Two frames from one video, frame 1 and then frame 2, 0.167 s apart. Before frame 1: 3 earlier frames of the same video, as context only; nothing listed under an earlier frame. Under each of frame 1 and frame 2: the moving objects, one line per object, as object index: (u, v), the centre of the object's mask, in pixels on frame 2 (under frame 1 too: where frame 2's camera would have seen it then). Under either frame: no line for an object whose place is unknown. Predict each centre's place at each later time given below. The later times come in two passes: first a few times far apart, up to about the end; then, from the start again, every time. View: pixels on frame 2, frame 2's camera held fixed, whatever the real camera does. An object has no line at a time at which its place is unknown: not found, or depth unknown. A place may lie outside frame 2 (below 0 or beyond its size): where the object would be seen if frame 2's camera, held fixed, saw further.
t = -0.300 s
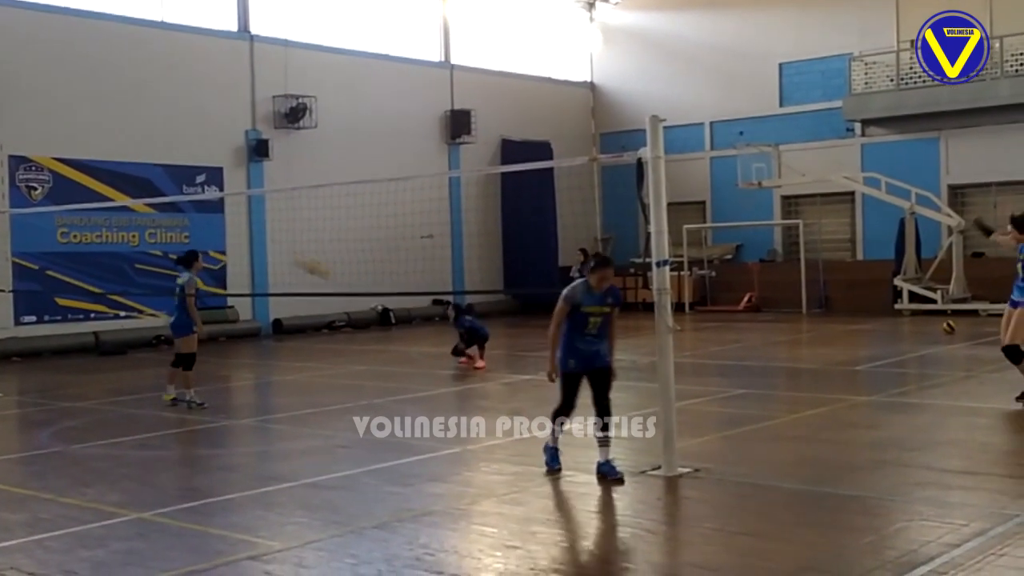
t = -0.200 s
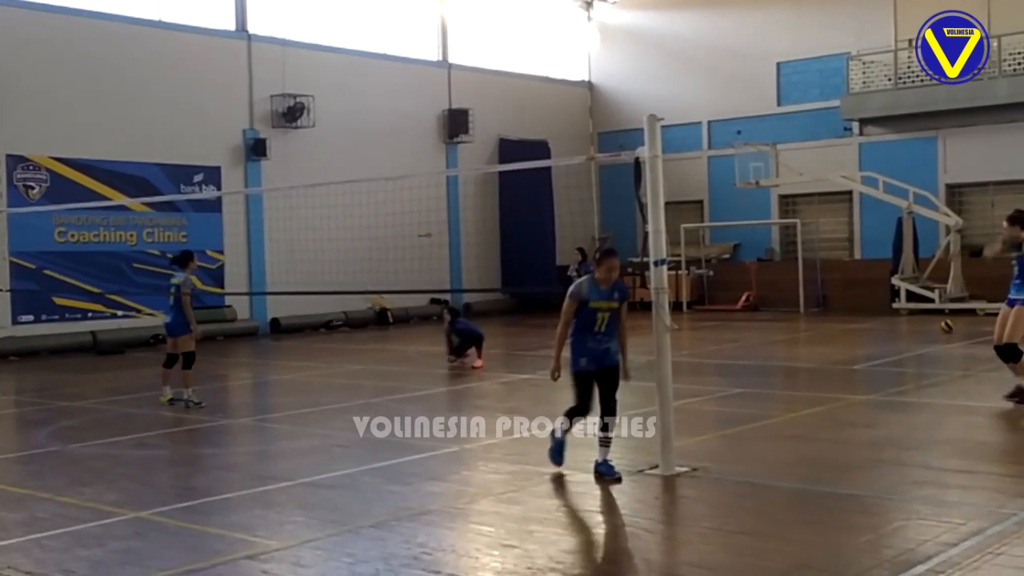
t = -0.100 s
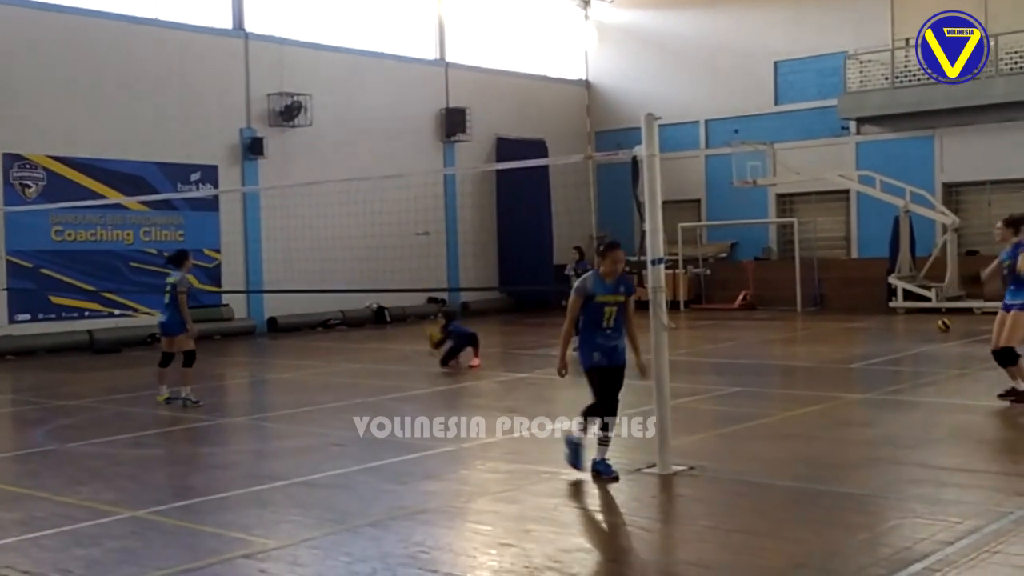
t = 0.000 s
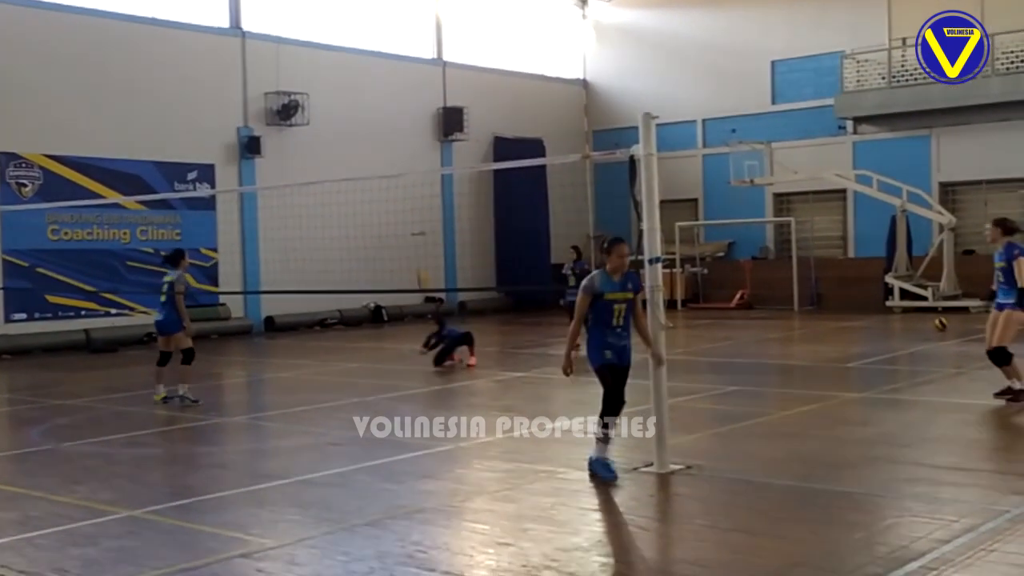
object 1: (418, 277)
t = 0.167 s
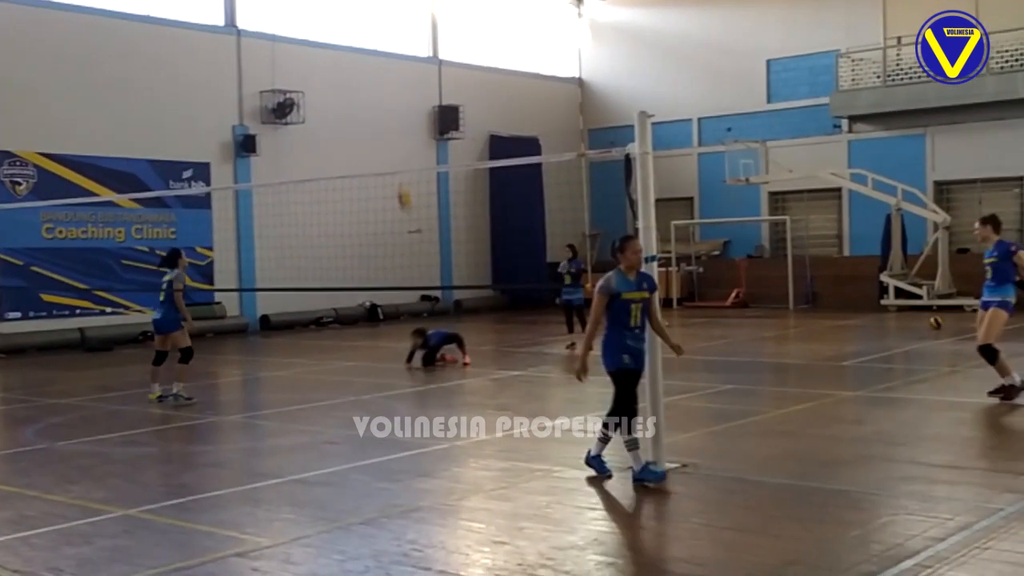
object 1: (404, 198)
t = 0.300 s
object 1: (393, 145)
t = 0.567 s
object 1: (374, 74)
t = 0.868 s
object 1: (355, 61)
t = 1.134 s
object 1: (341, 112)
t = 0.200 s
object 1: (401, 185)
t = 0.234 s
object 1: (398, 171)
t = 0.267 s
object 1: (396, 157)
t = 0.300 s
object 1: (393, 145)
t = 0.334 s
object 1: (391, 133)
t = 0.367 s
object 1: (388, 124)
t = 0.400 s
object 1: (385, 113)
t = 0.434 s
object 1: (383, 103)
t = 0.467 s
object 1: (381, 95)
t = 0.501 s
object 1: (378, 87)
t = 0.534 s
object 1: (376, 81)
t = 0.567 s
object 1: (374, 74)
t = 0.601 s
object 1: (371, 69)
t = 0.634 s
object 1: (369, 65)
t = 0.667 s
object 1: (368, 62)
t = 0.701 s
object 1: (366, 60)
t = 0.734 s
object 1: (363, 58)
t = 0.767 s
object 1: (361, 58)
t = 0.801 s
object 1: (359, 58)
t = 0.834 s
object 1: (358, 59)
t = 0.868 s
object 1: (355, 61)
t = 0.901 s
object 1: (354, 64)
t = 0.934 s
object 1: (352, 68)
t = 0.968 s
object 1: (350, 72)
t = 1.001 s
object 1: (348, 79)
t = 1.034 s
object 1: (347, 86)
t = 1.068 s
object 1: (345, 94)
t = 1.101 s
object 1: (343, 104)
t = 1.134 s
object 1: (341, 112)
